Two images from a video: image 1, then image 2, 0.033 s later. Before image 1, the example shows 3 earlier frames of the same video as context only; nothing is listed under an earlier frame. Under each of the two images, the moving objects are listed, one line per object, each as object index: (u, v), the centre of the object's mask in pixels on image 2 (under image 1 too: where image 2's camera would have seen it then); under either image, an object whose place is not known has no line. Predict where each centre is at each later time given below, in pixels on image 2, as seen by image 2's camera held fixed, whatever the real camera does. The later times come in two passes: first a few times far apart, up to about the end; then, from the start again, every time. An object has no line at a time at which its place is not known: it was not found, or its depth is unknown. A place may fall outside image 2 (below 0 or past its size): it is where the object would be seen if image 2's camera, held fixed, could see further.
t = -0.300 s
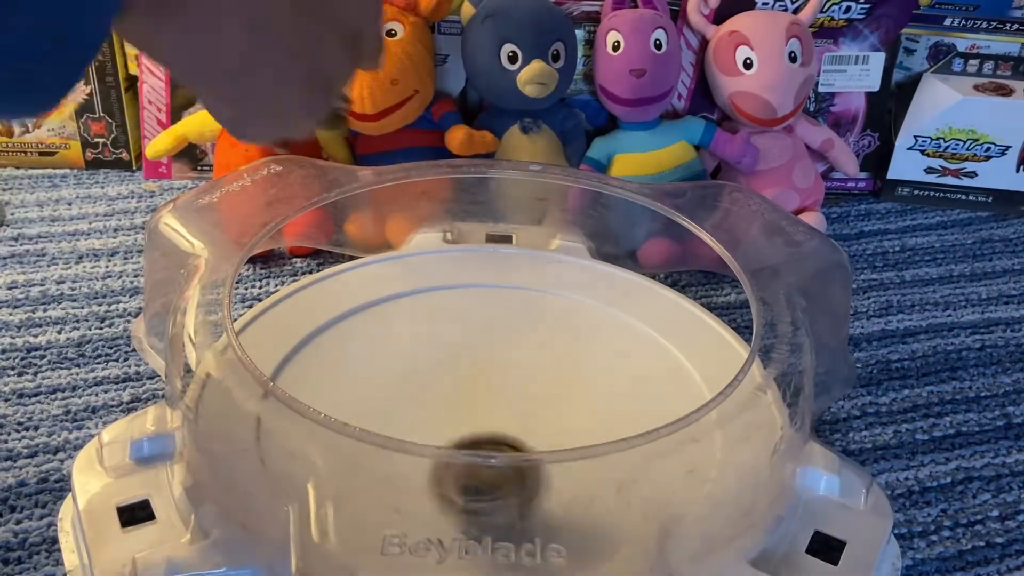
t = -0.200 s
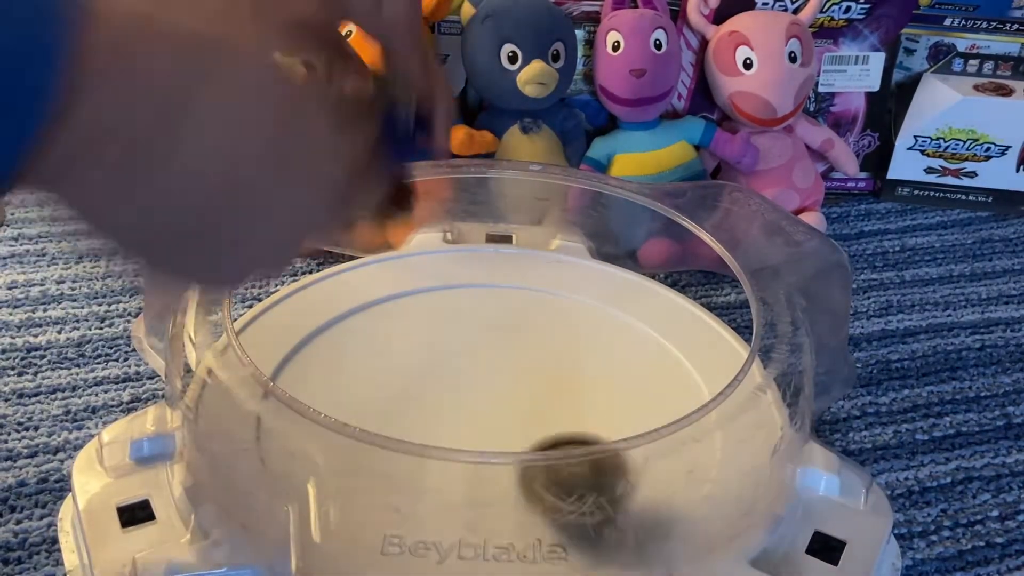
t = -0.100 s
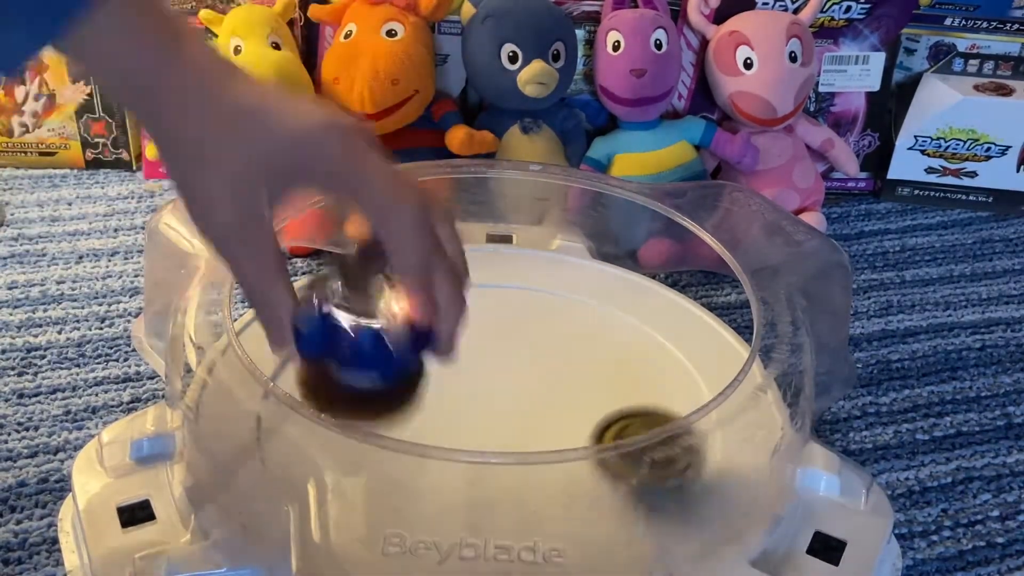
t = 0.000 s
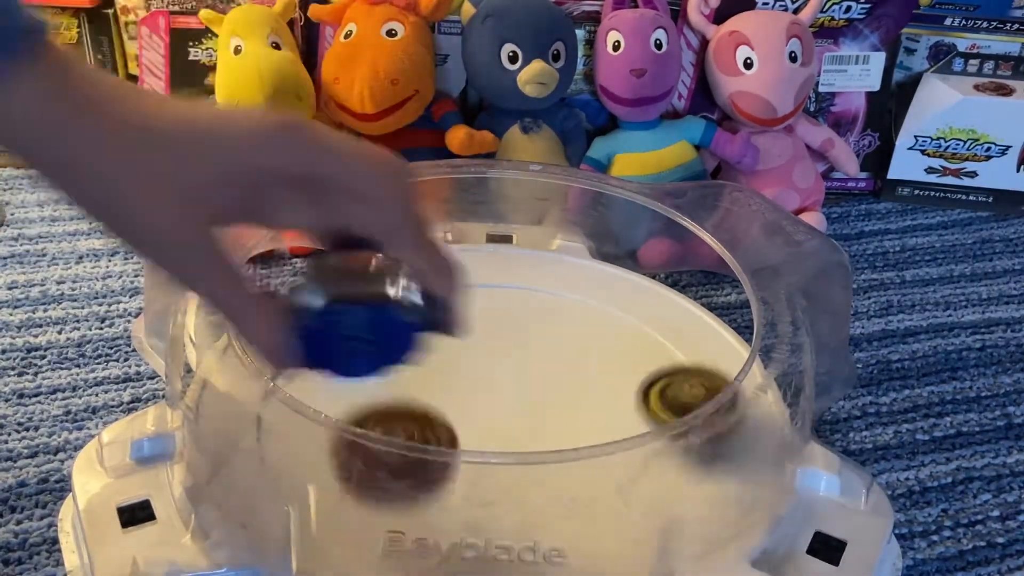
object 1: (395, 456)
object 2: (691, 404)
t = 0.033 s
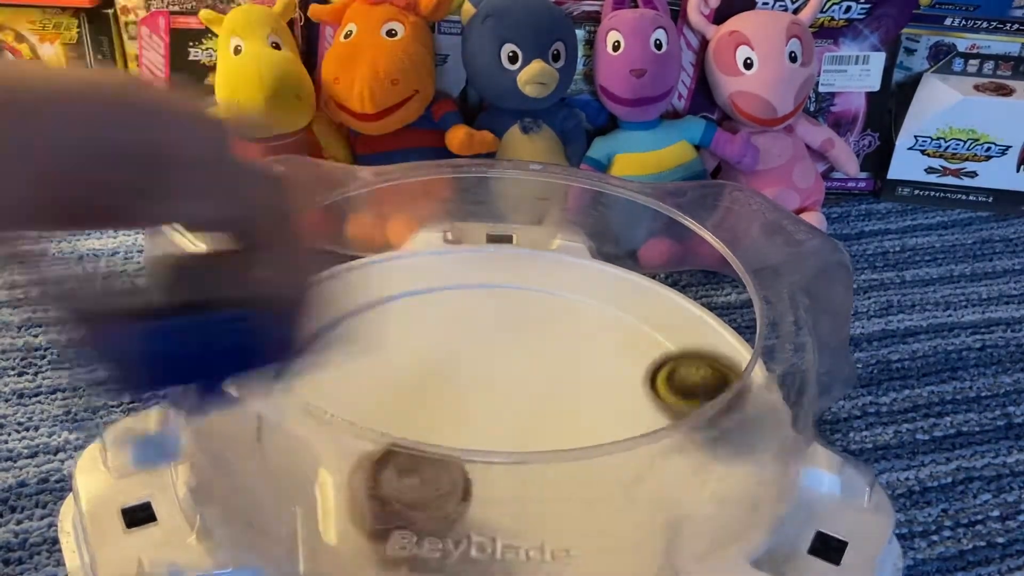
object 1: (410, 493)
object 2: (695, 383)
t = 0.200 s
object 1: (396, 454)
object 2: (633, 316)
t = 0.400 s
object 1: (410, 362)
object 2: (452, 281)
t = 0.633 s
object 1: (517, 416)
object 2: (355, 267)
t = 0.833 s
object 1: (506, 470)
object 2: (345, 393)
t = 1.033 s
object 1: (543, 495)
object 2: (402, 477)
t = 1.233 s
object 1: (623, 499)
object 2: (475, 460)
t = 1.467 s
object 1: (534, 502)
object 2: (575, 354)
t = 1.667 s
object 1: (449, 422)
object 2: (471, 294)
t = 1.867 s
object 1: (557, 319)
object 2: (343, 342)
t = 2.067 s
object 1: (728, 348)
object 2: (390, 456)
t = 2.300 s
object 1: (673, 407)
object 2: (524, 454)
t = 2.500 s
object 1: (650, 403)
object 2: (481, 407)
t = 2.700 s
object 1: (588, 399)
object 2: (421, 366)
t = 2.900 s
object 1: (576, 376)
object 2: (331, 375)
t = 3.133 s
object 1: (549, 344)
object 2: (402, 453)
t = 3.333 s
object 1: (582, 310)
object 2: (542, 418)
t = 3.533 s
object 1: (648, 307)
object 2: (454, 415)
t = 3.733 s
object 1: (589, 395)
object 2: (389, 474)
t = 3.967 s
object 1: (388, 282)
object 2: (486, 501)
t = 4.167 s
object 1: (488, 240)
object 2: (550, 420)
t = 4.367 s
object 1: (561, 294)
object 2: (477, 359)
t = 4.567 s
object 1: (524, 397)
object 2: (365, 394)
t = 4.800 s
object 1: (339, 364)
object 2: (255, 455)
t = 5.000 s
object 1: (427, 278)
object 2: (386, 498)
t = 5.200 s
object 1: (603, 371)
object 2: (486, 447)
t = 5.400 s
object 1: (518, 525)
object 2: (447, 357)
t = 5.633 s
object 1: (294, 373)
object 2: (376, 321)
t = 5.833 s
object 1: (319, 329)
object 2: (449, 281)
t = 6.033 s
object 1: (431, 356)
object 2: (506, 305)
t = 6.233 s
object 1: (455, 429)
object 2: (600, 309)
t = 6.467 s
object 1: (355, 498)
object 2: (590, 315)
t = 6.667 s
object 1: (363, 454)
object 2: (502, 383)
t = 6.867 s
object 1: (421, 417)
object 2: (551, 426)
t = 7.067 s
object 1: (507, 403)
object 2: (672, 436)
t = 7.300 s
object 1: (572, 409)
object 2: (722, 400)
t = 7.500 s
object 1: (496, 399)
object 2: (722, 404)
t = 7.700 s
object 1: (481, 349)
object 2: (642, 417)
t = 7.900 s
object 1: (527, 326)
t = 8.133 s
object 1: (526, 360)
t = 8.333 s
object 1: (503, 381)
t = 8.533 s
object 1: (451, 386)
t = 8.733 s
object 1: (432, 380)
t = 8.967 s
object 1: (475, 355)
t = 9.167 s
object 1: (527, 351)
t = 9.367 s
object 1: (535, 375)
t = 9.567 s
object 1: (515, 389)
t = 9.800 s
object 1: (555, 426)
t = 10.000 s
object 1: (523, 472)
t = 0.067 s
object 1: (408, 490)
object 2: (695, 368)
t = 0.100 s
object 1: (408, 489)
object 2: (692, 357)
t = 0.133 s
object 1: (405, 482)
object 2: (677, 340)
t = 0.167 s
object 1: (401, 470)
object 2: (655, 325)
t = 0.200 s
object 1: (396, 454)
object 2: (633, 316)
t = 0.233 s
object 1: (398, 418)
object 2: (604, 308)
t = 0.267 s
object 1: (392, 409)
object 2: (572, 303)
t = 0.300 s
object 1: (388, 398)
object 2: (537, 303)
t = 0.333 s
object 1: (393, 379)
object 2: (502, 303)
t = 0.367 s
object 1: (404, 361)
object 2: (468, 306)
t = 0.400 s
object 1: (410, 362)
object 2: (452, 281)
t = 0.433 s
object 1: (417, 375)
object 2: (438, 262)
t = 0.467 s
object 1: (431, 383)
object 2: (426, 254)
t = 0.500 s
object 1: (449, 391)
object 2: (413, 251)
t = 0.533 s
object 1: (468, 398)
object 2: (400, 252)
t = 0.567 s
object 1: (486, 406)
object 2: (385, 254)
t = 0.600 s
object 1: (502, 412)
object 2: (370, 259)
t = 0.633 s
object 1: (517, 416)
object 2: (355, 267)
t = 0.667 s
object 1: (527, 420)
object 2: (340, 279)
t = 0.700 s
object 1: (531, 424)
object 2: (329, 296)
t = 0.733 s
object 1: (533, 436)
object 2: (322, 321)
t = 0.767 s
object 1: (529, 443)
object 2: (319, 347)
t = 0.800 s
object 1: (521, 463)
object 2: (327, 372)
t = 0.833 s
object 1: (506, 470)
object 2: (345, 393)
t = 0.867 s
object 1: (490, 472)
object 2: (368, 409)
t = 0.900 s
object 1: (493, 475)
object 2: (378, 441)
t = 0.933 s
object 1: (509, 494)
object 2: (380, 448)
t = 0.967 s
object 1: (520, 493)
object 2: (386, 464)
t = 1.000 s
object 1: (524, 494)
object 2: (393, 482)
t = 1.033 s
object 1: (543, 495)
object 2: (402, 477)
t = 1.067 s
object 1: (569, 495)
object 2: (400, 481)
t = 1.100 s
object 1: (592, 495)
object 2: (407, 475)
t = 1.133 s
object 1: (609, 498)
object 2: (417, 474)
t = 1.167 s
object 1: (618, 498)
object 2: (432, 470)
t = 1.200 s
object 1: (622, 497)
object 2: (452, 465)
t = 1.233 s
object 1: (623, 499)
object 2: (475, 460)
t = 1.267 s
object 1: (620, 499)
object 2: (500, 450)
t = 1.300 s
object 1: (615, 501)
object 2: (523, 428)
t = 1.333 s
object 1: (605, 503)
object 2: (546, 420)
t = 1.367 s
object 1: (591, 508)
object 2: (564, 409)
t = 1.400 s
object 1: (575, 508)
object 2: (575, 393)
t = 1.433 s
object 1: (555, 502)
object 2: (578, 372)
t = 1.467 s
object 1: (534, 502)
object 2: (575, 354)
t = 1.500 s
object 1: (513, 498)
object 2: (567, 335)
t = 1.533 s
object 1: (493, 495)
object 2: (554, 323)
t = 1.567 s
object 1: (476, 481)
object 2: (537, 311)
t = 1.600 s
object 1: (463, 464)
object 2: (518, 303)
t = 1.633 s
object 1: (457, 430)
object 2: (495, 297)
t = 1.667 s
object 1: (449, 422)
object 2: (471, 294)
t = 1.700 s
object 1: (446, 411)
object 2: (447, 295)
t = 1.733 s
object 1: (452, 392)
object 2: (422, 298)
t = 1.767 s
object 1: (467, 372)
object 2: (399, 304)
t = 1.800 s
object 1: (491, 352)
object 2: (378, 314)
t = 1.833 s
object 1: (522, 334)
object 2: (358, 326)
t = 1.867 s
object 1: (557, 319)
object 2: (343, 342)
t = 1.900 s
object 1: (595, 309)
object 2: (333, 359)
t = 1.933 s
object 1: (636, 304)
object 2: (331, 376)
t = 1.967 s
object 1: (672, 306)
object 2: (339, 390)
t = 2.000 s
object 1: (705, 324)
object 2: (354, 403)
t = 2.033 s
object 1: (722, 336)
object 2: (375, 415)
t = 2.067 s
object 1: (728, 348)
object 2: (390, 456)
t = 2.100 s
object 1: (725, 360)
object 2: (419, 462)
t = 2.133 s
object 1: (714, 372)
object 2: (451, 471)
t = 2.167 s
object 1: (699, 385)
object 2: (488, 476)
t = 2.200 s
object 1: (680, 400)
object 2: (519, 466)
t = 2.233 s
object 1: (657, 411)
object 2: (555, 467)
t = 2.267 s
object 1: (664, 409)
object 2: (546, 467)
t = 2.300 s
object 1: (673, 407)
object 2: (524, 454)
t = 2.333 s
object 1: (678, 404)
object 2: (509, 450)
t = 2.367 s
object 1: (679, 402)
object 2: (495, 439)
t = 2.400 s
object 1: (677, 401)
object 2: (487, 426)
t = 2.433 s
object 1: (671, 401)
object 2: (481, 419)
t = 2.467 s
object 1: (662, 402)
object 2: (479, 412)
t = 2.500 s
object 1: (650, 403)
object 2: (481, 407)
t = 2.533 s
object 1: (634, 405)
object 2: (481, 400)
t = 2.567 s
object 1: (616, 406)
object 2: (482, 394)
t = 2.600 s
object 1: (597, 405)
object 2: (479, 389)
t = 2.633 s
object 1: (581, 403)
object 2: (471, 383)
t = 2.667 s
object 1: (585, 402)
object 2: (445, 373)
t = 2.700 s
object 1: (588, 399)
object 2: (421, 366)
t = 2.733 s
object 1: (588, 396)
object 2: (400, 360)
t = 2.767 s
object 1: (588, 392)
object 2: (380, 358)
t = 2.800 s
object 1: (586, 388)
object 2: (365, 359)
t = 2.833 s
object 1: (584, 384)
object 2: (352, 362)
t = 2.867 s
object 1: (580, 380)
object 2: (342, 367)
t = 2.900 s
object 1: (576, 376)
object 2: (331, 375)
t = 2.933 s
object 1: (571, 372)
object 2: (329, 383)
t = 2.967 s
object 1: (566, 369)
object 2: (331, 390)
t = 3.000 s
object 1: (560, 366)
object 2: (337, 399)
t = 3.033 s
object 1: (555, 362)
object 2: (347, 408)
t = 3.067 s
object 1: (552, 356)
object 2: (360, 416)
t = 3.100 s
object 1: (549, 351)
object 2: (385, 438)
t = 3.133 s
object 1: (549, 344)
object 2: (402, 453)
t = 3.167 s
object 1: (551, 337)
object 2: (421, 460)
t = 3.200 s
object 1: (554, 330)
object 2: (448, 462)
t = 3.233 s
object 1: (559, 323)
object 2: (478, 457)
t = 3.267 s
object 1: (566, 317)
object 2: (502, 441)
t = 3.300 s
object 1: (574, 312)
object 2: (523, 426)
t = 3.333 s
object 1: (582, 310)
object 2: (542, 418)
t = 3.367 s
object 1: (591, 309)
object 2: (554, 406)
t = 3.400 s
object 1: (600, 312)
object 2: (560, 385)
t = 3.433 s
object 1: (613, 308)
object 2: (548, 379)
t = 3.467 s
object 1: (635, 289)
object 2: (514, 398)
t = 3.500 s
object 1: (642, 293)
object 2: (481, 409)
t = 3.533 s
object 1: (648, 307)
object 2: (454, 415)
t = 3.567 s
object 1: (650, 324)
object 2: (432, 419)
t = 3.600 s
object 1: (648, 341)
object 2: (417, 421)
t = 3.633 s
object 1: (642, 358)
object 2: (402, 443)
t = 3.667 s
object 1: (631, 373)
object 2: (393, 455)
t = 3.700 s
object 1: (614, 385)
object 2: (390, 456)
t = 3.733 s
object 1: (589, 395)
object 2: (389, 474)
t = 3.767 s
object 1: (555, 400)
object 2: (393, 479)
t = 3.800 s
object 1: (514, 398)
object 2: (398, 487)
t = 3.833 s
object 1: (471, 385)
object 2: (411, 493)
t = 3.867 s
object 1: (436, 366)
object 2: (424, 498)
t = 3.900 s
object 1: (409, 340)
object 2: (444, 501)
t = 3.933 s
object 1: (393, 311)
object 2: (465, 503)
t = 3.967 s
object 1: (388, 282)
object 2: (486, 501)
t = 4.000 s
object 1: (402, 262)
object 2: (507, 497)
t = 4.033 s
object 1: (423, 254)
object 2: (523, 493)
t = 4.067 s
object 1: (441, 247)
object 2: (536, 481)
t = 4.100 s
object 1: (457, 238)
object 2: (548, 463)
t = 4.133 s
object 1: (474, 237)
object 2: (551, 437)
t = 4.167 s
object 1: (488, 240)
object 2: (550, 420)
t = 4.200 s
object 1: (504, 247)
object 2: (547, 406)
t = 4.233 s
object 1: (515, 253)
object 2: (540, 390)
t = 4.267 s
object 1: (526, 262)
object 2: (530, 378)
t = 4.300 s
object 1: (537, 277)
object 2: (518, 365)
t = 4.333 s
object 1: (547, 291)
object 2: (502, 353)
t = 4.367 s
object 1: (561, 294)
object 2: (477, 359)
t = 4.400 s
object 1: (572, 303)
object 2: (453, 363)
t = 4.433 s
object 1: (577, 316)
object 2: (429, 368)
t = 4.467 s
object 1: (577, 333)
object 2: (409, 373)
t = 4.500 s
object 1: (571, 353)
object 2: (391, 380)
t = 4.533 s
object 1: (553, 376)
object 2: (376, 389)
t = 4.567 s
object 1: (524, 397)
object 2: (365, 394)
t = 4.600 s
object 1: (483, 408)
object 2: (358, 399)
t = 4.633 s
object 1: (451, 410)
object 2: (339, 401)
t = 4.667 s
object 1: (432, 409)
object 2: (261, 434)
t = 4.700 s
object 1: (408, 404)
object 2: (245, 429)
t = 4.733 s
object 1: (382, 395)
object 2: (239, 436)
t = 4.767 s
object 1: (358, 383)
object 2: (245, 448)
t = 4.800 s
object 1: (339, 364)
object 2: (255, 455)
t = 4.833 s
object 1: (329, 345)
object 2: (262, 461)
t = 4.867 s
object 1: (327, 324)
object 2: (270, 462)
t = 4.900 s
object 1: (335, 304)
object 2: (277, 463)
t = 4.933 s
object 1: (357, 288)
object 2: (283, 472)
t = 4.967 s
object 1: (393, 282)
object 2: (290, 473)
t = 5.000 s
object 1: (427, 278)
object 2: (386, 498)
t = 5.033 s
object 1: (461, 278)
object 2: (380, 492)
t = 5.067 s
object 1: (497, 285)
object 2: (408, 491)
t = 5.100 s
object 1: (533, 298)
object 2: (431, 485)
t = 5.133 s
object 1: (564, 318)
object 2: (452, 473)
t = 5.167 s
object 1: (589, 343)
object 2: (472, 460)
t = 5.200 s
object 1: (603, 371)
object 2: (486, 447)
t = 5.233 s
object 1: (603, 401)
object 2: (496, 423)
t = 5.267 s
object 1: (606, 415)
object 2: (488, 414)
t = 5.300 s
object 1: (613, 456)
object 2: (476, 397)
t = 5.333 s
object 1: (599, 491)
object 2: (466, 384)
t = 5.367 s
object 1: (563, 514)
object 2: (456, 368)
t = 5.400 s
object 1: (518, 525)
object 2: (447, 357)
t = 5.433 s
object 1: (461, 533)
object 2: (437, 347)
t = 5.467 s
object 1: (412, 520)
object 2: (427, 338)
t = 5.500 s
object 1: (359, 505)
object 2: (418, 331)
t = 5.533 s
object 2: (407, 326)
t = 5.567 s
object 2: (397, 322)
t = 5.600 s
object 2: (386, 321)
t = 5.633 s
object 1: (294, 373)
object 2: (376, 321)
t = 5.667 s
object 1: (291, 355)
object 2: (368, 321)
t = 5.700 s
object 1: (285, 340)
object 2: (385, 308)
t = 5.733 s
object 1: (284, 336)
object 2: (403, 298)
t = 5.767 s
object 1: (289, 332)
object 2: (419, 289)
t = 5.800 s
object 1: (302, 330)
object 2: (434, 284)
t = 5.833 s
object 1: (319, 329)
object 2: (449, 281)
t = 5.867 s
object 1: (337, 330)
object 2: (461, 280)
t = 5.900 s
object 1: (355, 333)
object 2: (472, 282)
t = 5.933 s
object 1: (374, 337)
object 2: (482, 285)
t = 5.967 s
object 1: (392, 342)
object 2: (491, 290)
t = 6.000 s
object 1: (412, 348)
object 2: (499, 297)
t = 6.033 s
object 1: (431, 356)
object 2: (506, 305)
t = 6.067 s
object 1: (449, 367)
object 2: (515, 314)
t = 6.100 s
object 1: (452, 383)
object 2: (536, 315)
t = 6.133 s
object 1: (456, 398)
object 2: (556, 316)
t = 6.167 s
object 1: (460, 412)
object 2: (574, 314)
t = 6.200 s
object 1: (460, 422)
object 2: (588, 312)
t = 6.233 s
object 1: (455, 429)
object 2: (600, 309)
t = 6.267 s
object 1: (443, 462)
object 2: (610, 303)
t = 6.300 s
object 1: (429, 486)
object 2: (616, 298)
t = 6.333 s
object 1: (419, 495)
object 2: (619, 294)
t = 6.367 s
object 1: (412, 496)
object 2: (616, 296)
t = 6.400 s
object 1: (400, 493)
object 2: (609, 301)
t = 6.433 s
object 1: (389, 491)
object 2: (601, 305)
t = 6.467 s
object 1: (355, 498)
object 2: (590, 315)
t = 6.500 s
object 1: (348, 495)
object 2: (578, 323)
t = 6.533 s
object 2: (563, 336)
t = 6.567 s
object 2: (549, 347)
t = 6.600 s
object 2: (533, 358)
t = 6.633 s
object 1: (376, 465)
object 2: (516, 371)
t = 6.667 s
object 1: (363, 454)
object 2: (502, 383)
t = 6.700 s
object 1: (375, 449)
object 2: (492, 395)
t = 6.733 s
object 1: (379, 445)
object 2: (489, 405)
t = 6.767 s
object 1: (385, 429)
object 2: (494, 413)
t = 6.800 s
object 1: (401, 419)
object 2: (509, 419)
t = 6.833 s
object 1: (410, 418)
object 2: (528, 424)
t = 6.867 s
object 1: (421, 417)
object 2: (551, 426)
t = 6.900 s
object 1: (432, 416)
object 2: (576, 437)
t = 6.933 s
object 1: (443, 414)
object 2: (599, 438)
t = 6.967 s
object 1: (455, 411)
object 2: (624, 444)
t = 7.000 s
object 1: (471, 409)
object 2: (639, 439)
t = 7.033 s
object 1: (488, 405)
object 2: (657, 435)
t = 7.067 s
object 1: (507, 403)
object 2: (672, 436)
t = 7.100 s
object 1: (524, 401)
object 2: (683, 435)
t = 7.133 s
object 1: (542, 401)
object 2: (694, 429)
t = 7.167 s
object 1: (559, 401)
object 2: (700, 425)
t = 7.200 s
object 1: (577, 403)
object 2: (706, 420)
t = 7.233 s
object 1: (591, 406)
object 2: (709, 415)
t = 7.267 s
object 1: (588, 406)
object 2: (714, 410)
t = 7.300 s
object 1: (572, 409)
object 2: (722, 400)
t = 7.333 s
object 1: (556, 409)
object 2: (725, 397)
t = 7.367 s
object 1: (540, 409)
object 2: (726, 395)
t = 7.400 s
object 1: (526, 407)
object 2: (726, 395)
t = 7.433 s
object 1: (515, 406)
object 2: (722, 394)
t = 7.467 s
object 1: (505, 402)
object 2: (721, 395)
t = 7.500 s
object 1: (496, 399)
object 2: (722, 404)
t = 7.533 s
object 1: (489, 394)
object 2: (711, 406)
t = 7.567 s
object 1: (483, 386)
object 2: (698, 407)
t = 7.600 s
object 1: (479, 378)
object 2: (687, 412)
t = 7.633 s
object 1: (476, 369)
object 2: (669, 408)
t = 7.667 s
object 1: (477, 359)
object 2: (655, 414)
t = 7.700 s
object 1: (481, 349)
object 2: (642, 417)
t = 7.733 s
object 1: (488, 339)
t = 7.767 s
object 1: (497, 332)
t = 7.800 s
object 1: (506, 327)
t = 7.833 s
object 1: (515, 324)
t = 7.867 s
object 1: (522, 324)
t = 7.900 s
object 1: (527, 326)
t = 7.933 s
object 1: (531, 329)
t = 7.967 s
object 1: (533, 335)
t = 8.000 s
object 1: (533, 339)
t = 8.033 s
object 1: (532, 345)
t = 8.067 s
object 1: (531, 350)
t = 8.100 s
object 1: (529, 355)
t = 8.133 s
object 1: (526, 360)
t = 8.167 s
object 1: (523, 365)
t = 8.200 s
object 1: (519, 369)
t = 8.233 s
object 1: (516, 373)
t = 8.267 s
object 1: (512, 376)
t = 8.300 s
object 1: (508, 379)
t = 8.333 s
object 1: (503, 381)
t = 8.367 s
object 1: (496, 383)
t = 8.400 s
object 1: (488, 385)
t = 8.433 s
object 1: (479, 386)
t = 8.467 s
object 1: (469, 387)
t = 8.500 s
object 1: (459, 387)
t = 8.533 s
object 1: (451, 386)
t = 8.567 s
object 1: (443, 385)
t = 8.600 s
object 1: (438, 384)
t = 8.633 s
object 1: (434, 383)
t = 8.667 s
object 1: (431, 382)
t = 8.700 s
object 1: (431, 381)
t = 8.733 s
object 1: (432, 380)
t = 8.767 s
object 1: (436, 379)
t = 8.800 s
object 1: (441, 376)
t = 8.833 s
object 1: (449, 369)
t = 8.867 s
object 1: (458, 362)
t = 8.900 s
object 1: (465, 358)
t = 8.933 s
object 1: (471, 356)
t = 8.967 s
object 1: (475, 355)
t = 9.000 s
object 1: (481, 354)
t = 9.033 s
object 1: (491, 350)
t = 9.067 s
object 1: (501, 347)
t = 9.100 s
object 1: (511, 347)
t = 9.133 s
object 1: (520, 349)
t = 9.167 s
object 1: (527, 351)
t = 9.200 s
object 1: (532, 355)
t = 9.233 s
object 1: (536, 359)
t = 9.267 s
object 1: (538, 363)
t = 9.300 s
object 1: (538, 368)
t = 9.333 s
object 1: (537, 372)
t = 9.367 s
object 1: (535, 375)
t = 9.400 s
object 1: (532, 378)
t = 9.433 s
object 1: (529, 381)
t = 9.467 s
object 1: (525, 384)
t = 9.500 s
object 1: (522, 386)
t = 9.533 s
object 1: (518, 387)
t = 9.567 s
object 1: (515, 389)
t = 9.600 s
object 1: (511, 390)
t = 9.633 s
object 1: (508, 390)
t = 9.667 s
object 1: (514, 396)
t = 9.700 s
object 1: (534, 407)
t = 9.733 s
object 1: (547, 414)
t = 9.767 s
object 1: (554, 420)
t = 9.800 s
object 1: (555, 426)
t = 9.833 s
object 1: (551, 431)
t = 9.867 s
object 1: (552, 460)
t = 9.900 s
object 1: (545, 467)
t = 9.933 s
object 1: (537, 473)
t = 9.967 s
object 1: (529, 474)
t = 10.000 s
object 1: (523, 472)
